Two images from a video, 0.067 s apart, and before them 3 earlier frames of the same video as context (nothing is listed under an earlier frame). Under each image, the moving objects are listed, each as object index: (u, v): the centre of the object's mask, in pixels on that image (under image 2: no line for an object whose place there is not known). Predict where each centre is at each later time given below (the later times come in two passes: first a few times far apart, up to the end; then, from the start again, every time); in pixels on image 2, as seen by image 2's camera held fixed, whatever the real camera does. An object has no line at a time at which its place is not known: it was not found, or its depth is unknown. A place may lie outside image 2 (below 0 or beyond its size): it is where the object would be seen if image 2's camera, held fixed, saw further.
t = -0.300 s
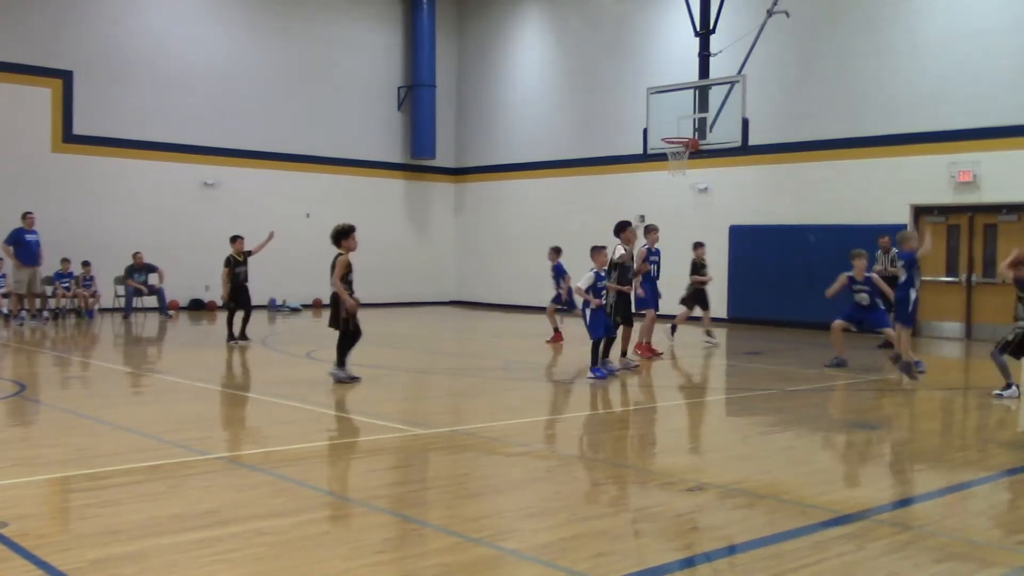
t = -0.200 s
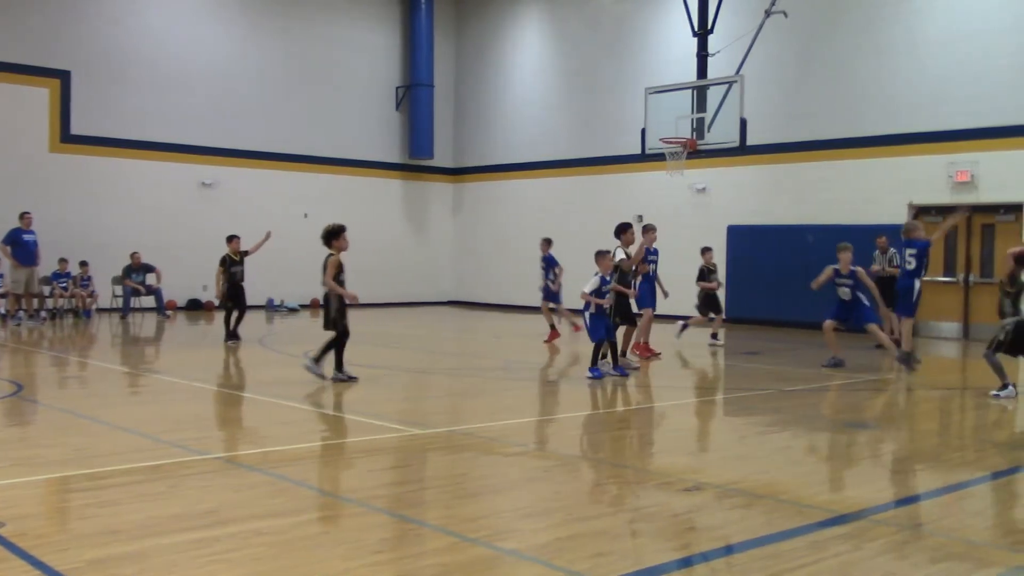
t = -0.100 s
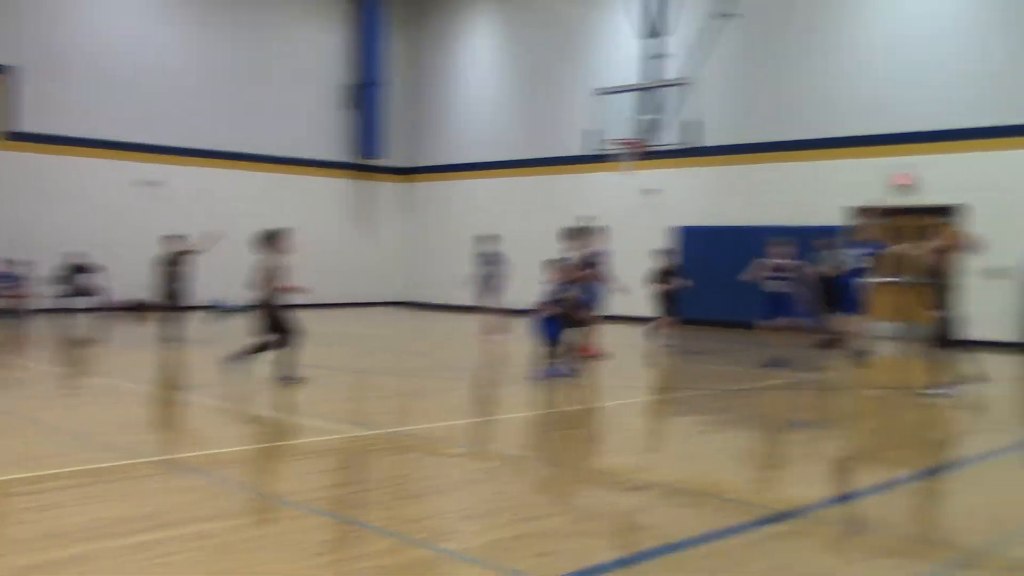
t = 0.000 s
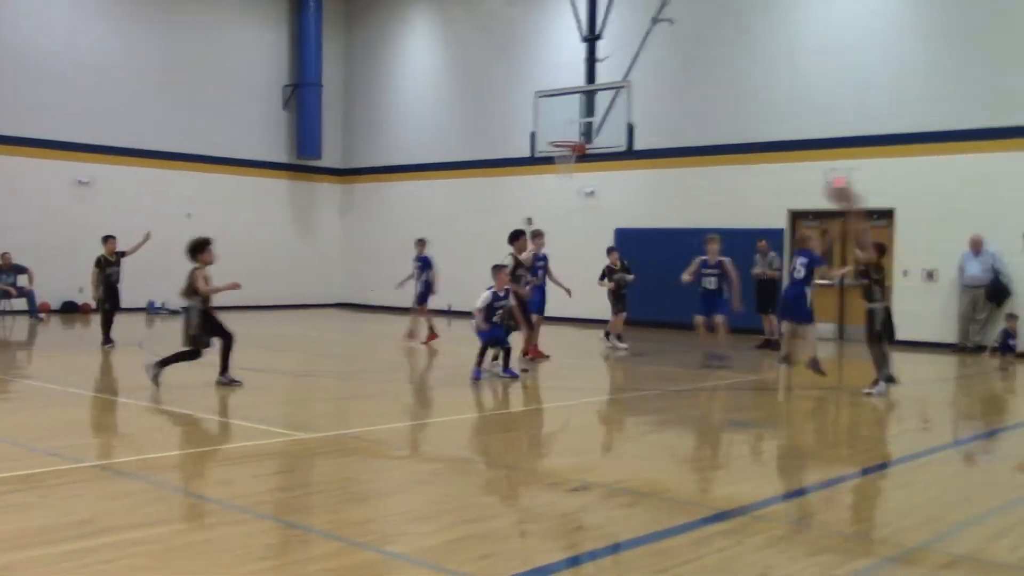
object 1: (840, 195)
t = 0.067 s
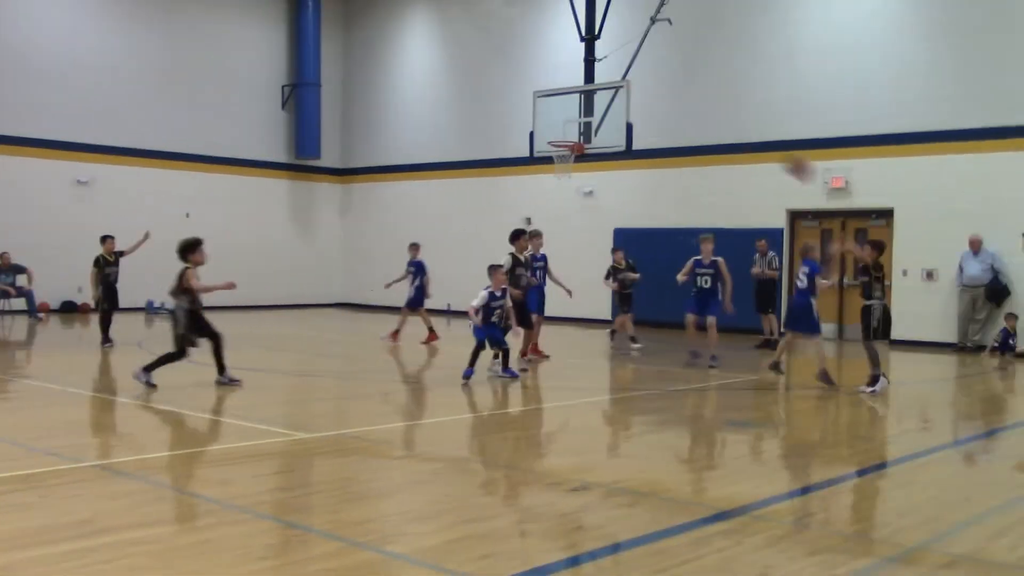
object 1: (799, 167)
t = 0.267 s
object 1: (658, 103)
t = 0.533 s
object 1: (471, 78)
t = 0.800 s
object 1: (283, 127)
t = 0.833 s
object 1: (260, 138)
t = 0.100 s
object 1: (776, 153)
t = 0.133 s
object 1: (752, 141)
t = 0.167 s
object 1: (727, 129)
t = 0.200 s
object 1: (705, 119)
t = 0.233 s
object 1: (682, 111)
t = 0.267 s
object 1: (658, 103)
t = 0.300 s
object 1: (635, 96)
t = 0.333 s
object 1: (611, 90)
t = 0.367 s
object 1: (588, 84)
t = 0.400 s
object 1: (564, 81)
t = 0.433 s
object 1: (540, 78)
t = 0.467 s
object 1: (517, 78)
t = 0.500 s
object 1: (495, 77)
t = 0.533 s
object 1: (471, 78)
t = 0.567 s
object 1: (449, 80)
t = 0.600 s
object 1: (424, 83)
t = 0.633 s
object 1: (402, 88)
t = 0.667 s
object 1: (379, 93)
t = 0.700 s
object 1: (355, 101)
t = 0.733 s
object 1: (331, 108)
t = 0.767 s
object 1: (306, 116)
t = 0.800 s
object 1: (283, 127)
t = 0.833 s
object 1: (260, 138)
